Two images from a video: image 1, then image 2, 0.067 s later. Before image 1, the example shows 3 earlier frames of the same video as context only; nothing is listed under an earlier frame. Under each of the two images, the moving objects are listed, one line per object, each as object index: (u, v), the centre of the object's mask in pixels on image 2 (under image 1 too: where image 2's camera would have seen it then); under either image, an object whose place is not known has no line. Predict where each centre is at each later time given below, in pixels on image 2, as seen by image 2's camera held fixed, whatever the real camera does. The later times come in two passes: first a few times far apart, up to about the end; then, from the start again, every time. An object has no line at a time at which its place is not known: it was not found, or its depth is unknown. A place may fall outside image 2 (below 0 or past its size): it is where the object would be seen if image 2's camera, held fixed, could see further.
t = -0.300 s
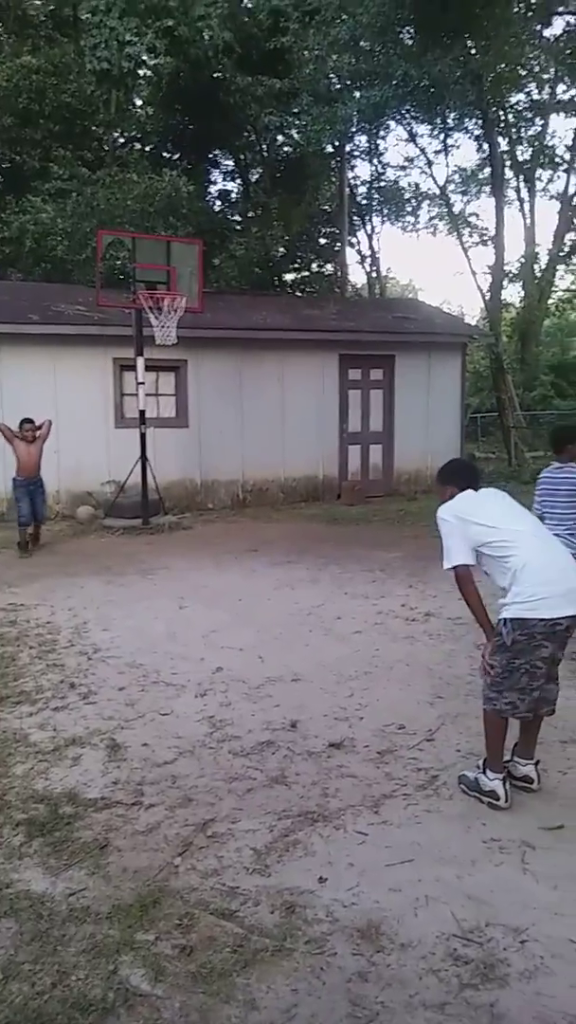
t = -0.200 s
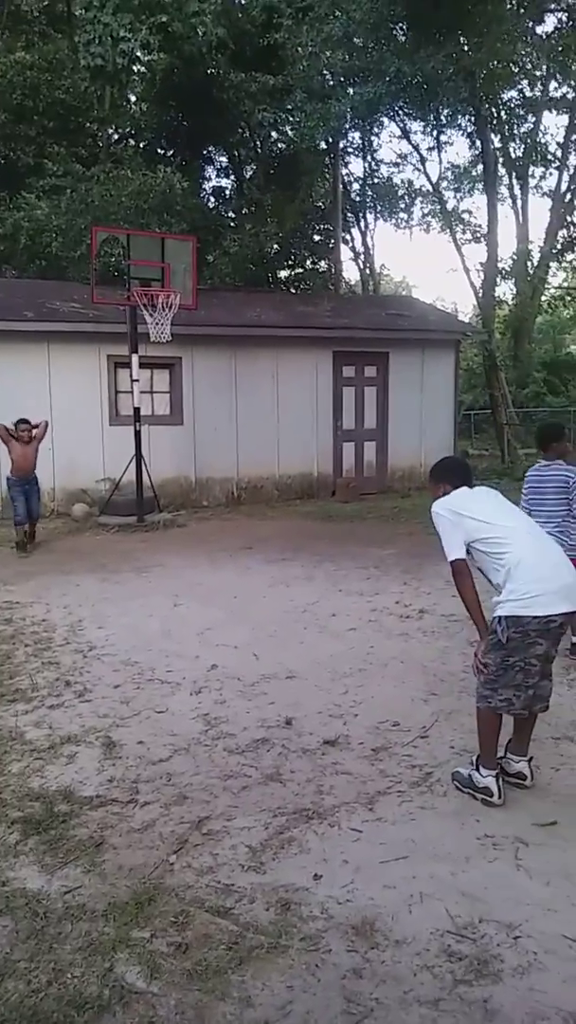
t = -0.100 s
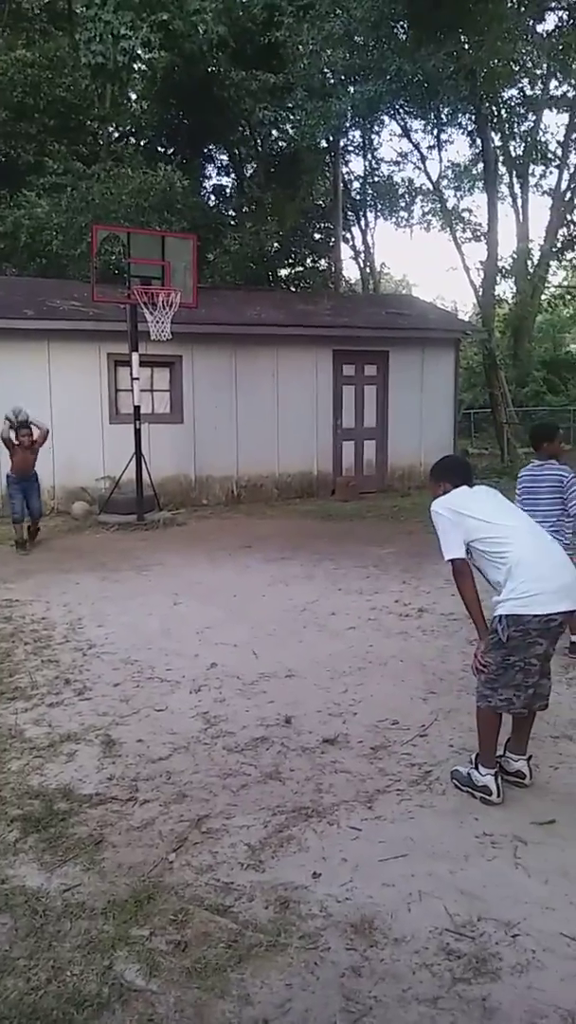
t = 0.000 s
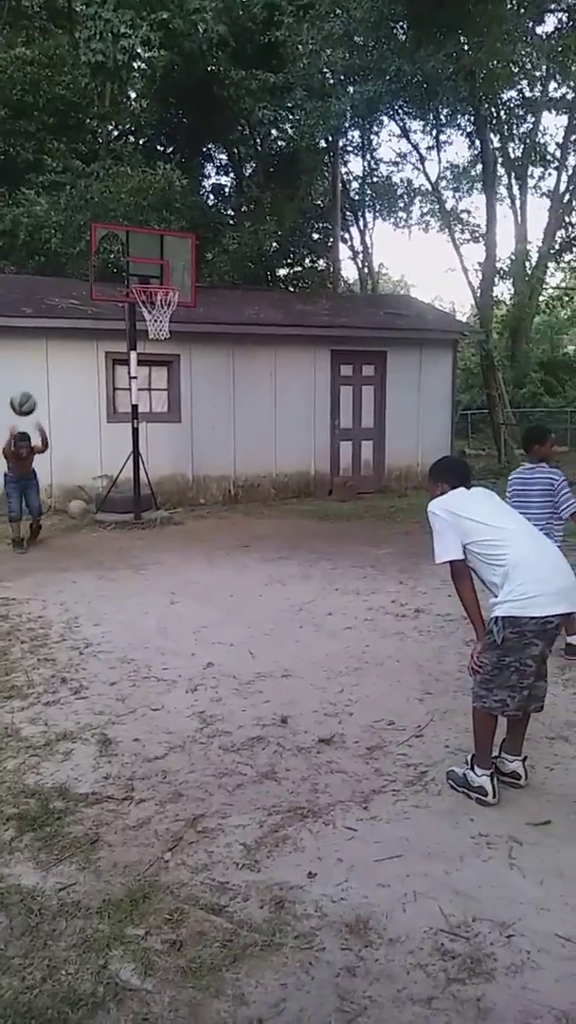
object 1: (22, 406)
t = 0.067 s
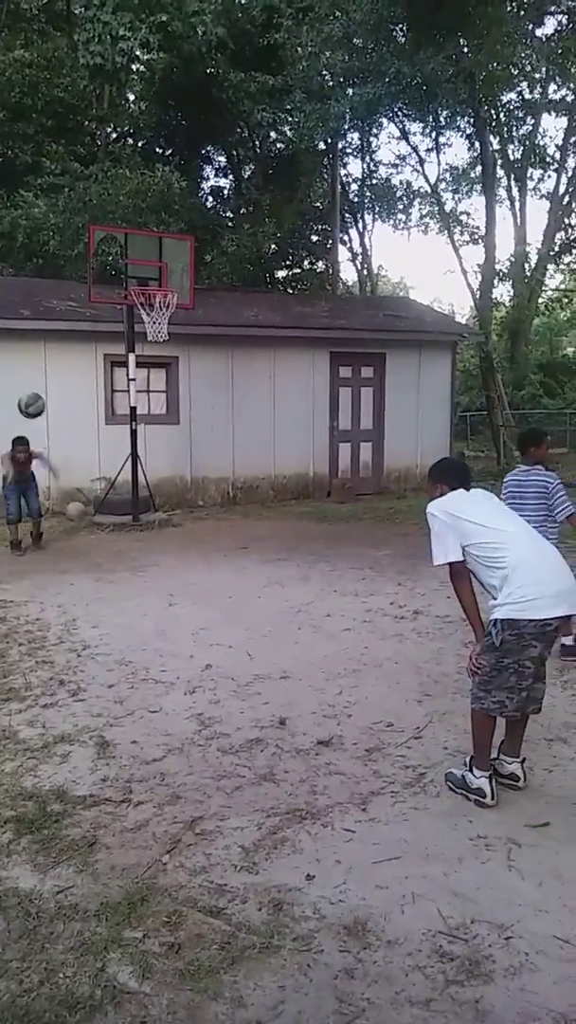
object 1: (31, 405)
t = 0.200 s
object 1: (56, 421)
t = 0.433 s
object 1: (121, 527)
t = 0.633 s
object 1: (192, 656)
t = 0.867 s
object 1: (248, 556)
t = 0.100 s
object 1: (37, 407)
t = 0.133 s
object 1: (44, 411)
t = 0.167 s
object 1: (49, 415)
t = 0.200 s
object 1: (56, 421)
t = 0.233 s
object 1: (64, 430)
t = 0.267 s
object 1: (72, 441)
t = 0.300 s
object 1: (80, 454)
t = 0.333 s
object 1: (89, 468)
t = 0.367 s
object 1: (99, 485)
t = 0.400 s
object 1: (104, 504)
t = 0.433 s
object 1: (121, 527)
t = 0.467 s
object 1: (132, 556)
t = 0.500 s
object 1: (145, 583)
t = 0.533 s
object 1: (158, 616)
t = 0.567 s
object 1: (172, 652)
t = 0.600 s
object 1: (184, 676)
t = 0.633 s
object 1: (192, 656)
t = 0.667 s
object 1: (198, 637)
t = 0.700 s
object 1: (205, 619)
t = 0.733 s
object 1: (213, 607)
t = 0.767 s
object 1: (221, 589)
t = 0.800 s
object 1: (230, 577)
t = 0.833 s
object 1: (239, 565)
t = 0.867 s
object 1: (248, 556)
